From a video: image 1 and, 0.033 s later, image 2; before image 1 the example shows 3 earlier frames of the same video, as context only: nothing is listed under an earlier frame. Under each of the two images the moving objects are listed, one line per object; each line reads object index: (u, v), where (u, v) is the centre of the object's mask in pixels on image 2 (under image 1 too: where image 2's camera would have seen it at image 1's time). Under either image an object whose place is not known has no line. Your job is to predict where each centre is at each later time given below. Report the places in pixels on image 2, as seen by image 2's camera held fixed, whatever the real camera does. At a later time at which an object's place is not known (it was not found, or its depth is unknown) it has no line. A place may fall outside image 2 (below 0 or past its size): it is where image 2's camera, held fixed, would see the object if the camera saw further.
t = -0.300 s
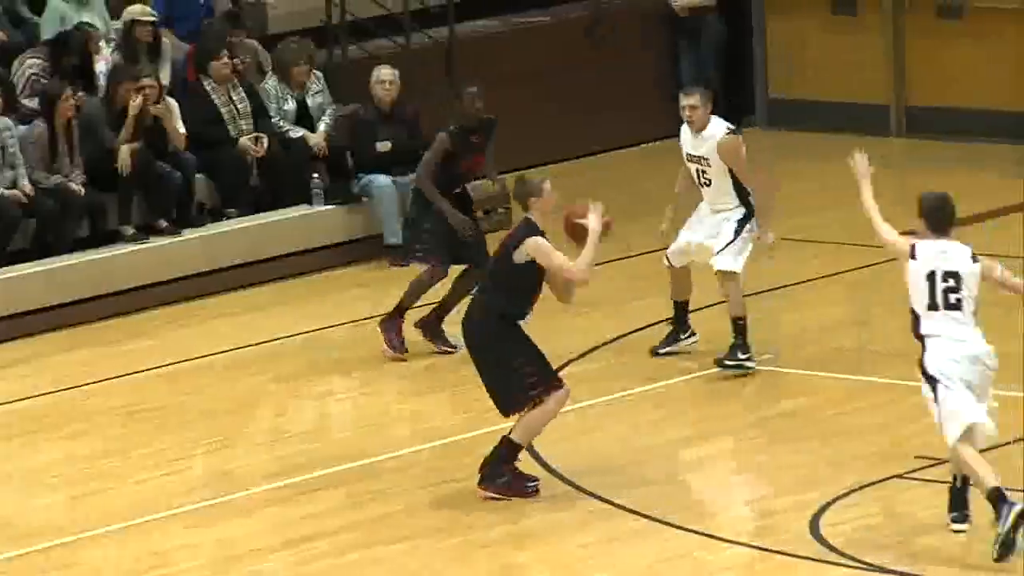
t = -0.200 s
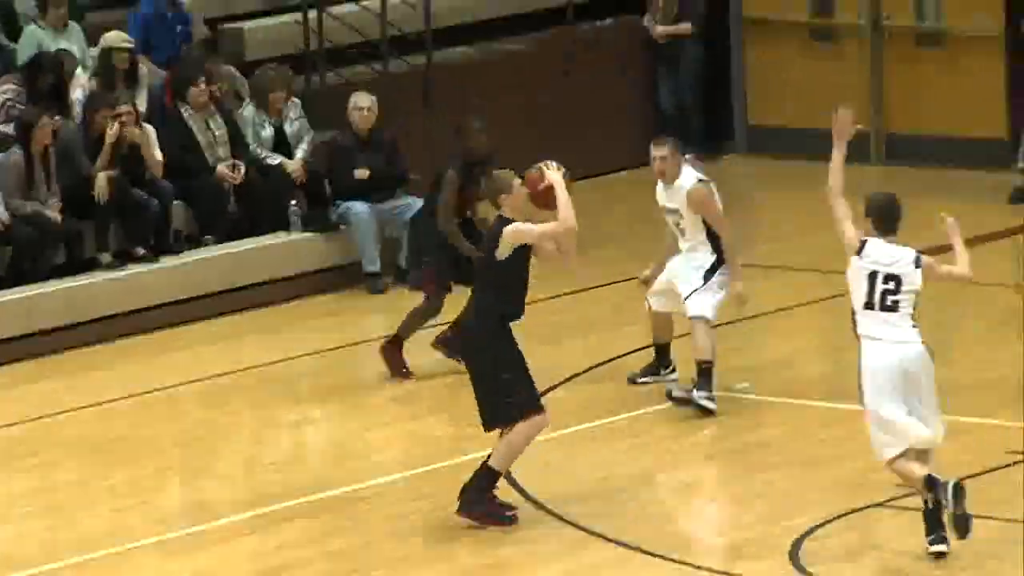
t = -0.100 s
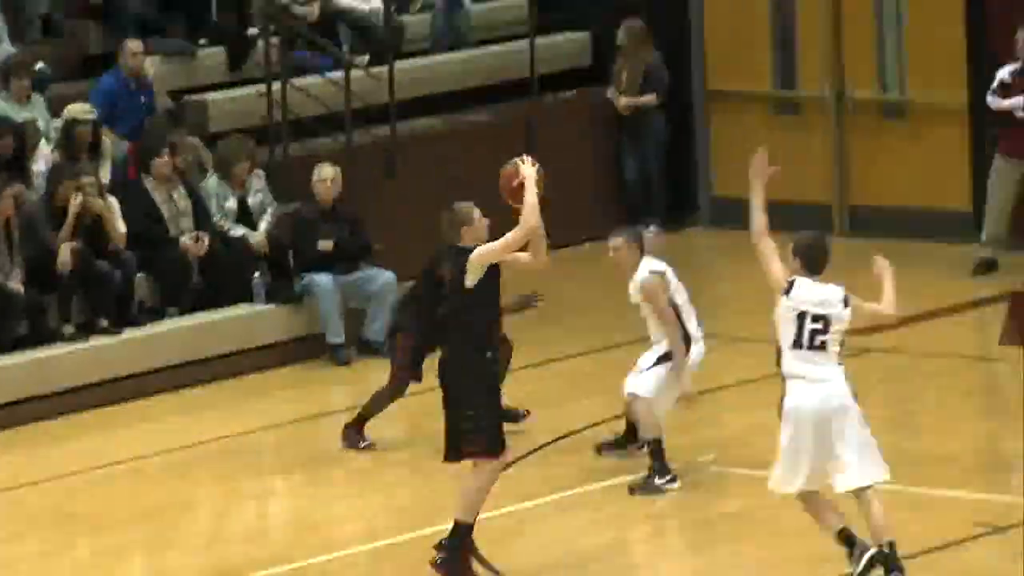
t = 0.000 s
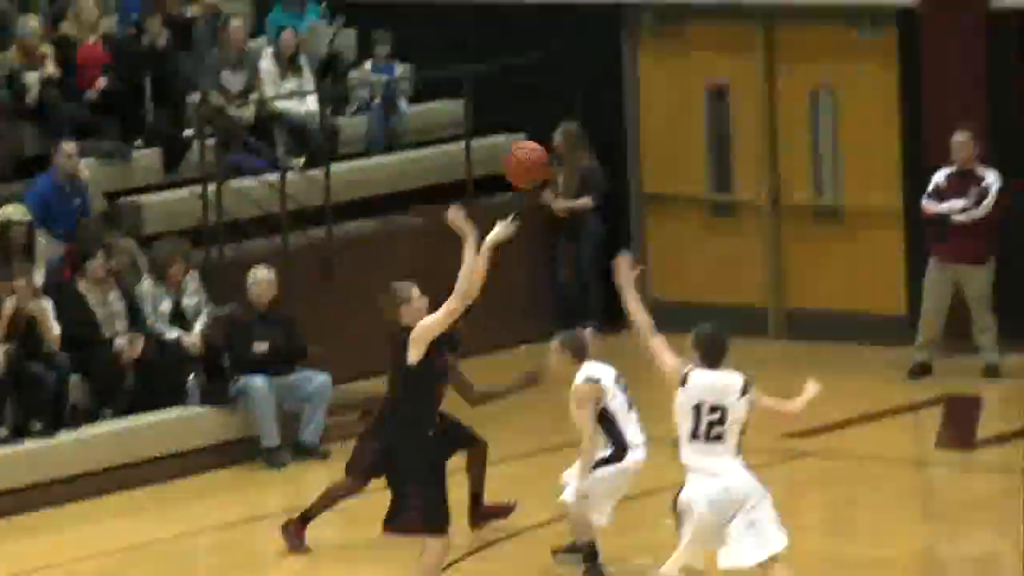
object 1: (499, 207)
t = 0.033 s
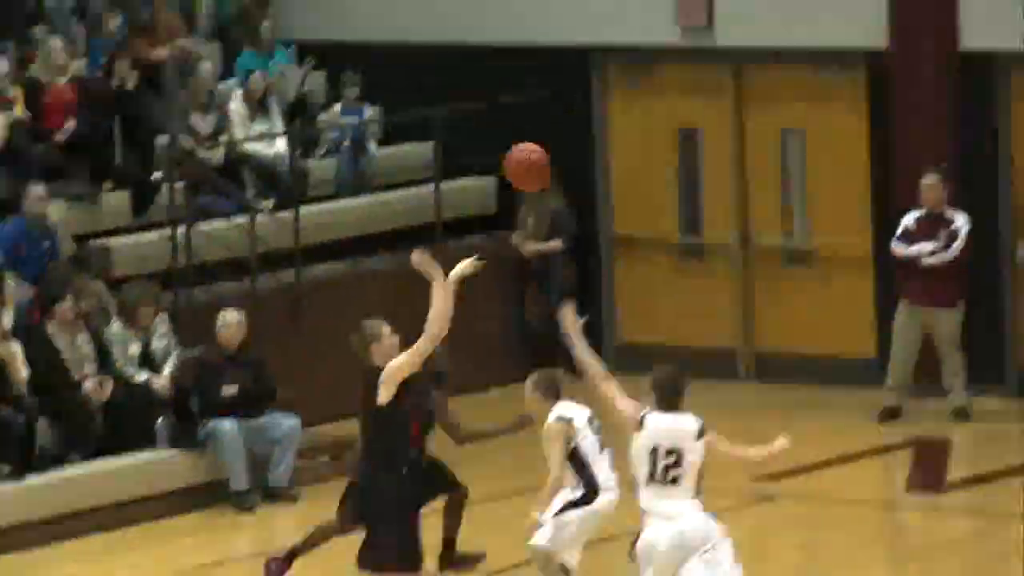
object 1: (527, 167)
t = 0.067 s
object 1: (556, 128)
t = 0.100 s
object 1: (586, 92)
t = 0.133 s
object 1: (617, 59)
